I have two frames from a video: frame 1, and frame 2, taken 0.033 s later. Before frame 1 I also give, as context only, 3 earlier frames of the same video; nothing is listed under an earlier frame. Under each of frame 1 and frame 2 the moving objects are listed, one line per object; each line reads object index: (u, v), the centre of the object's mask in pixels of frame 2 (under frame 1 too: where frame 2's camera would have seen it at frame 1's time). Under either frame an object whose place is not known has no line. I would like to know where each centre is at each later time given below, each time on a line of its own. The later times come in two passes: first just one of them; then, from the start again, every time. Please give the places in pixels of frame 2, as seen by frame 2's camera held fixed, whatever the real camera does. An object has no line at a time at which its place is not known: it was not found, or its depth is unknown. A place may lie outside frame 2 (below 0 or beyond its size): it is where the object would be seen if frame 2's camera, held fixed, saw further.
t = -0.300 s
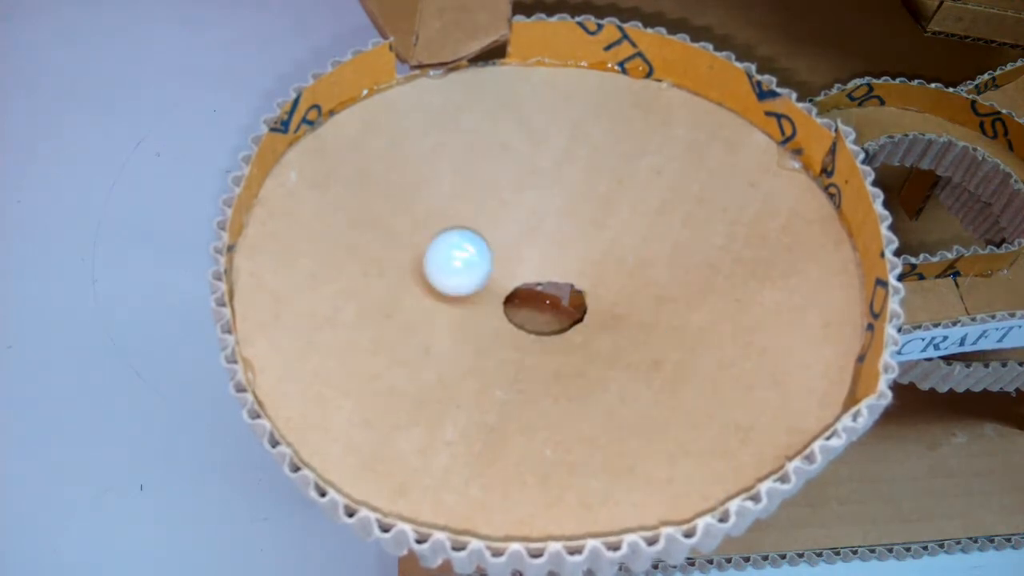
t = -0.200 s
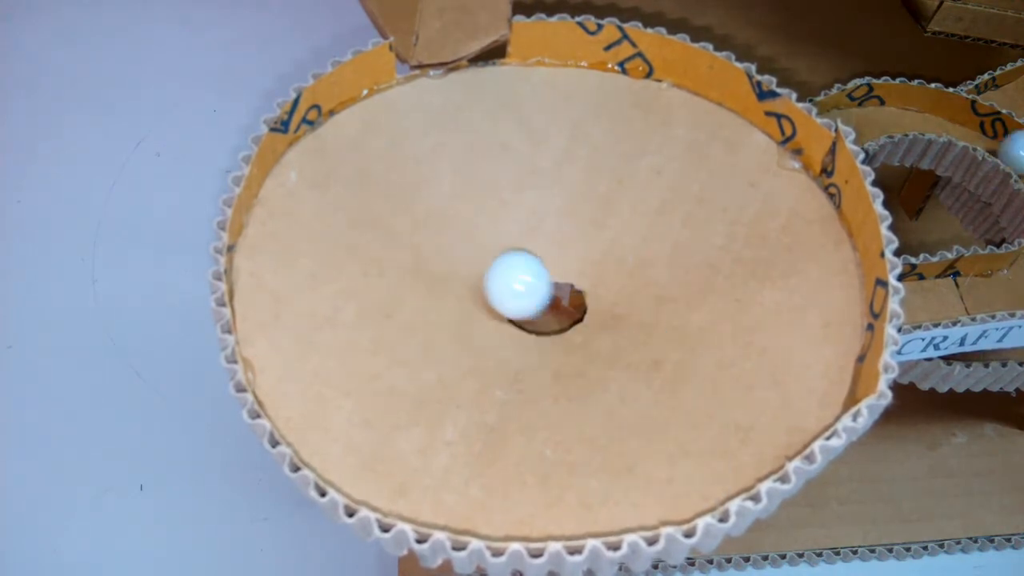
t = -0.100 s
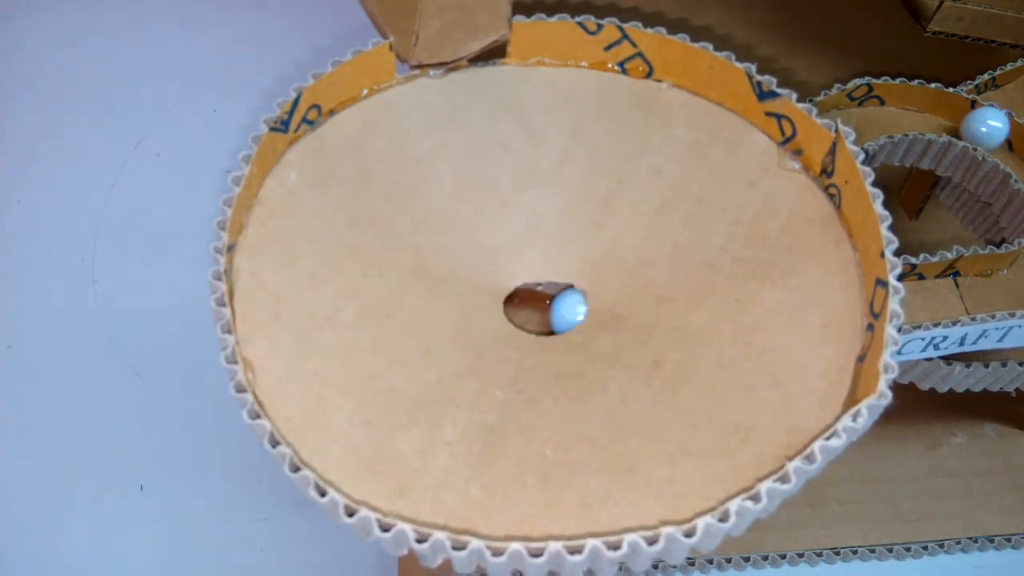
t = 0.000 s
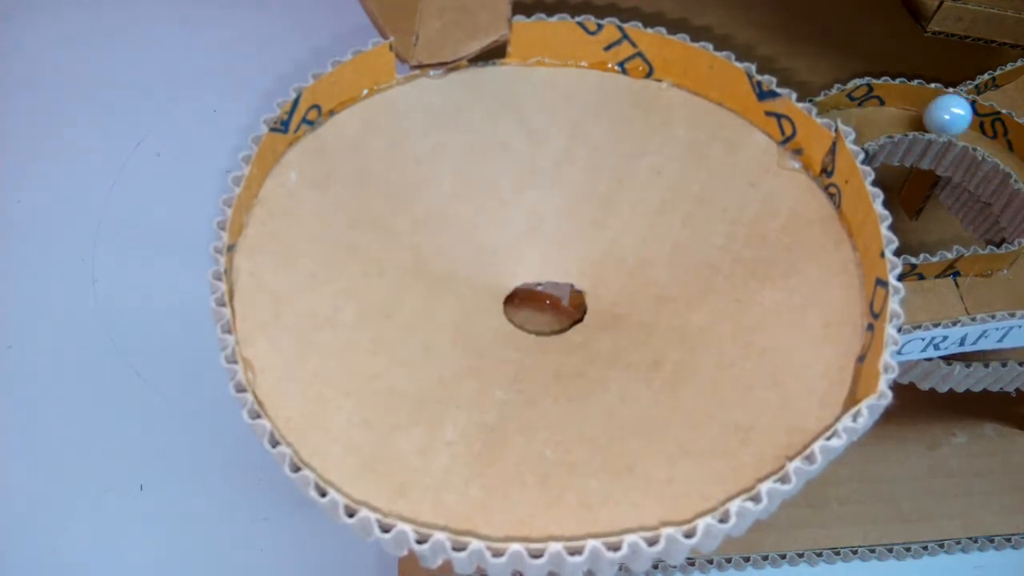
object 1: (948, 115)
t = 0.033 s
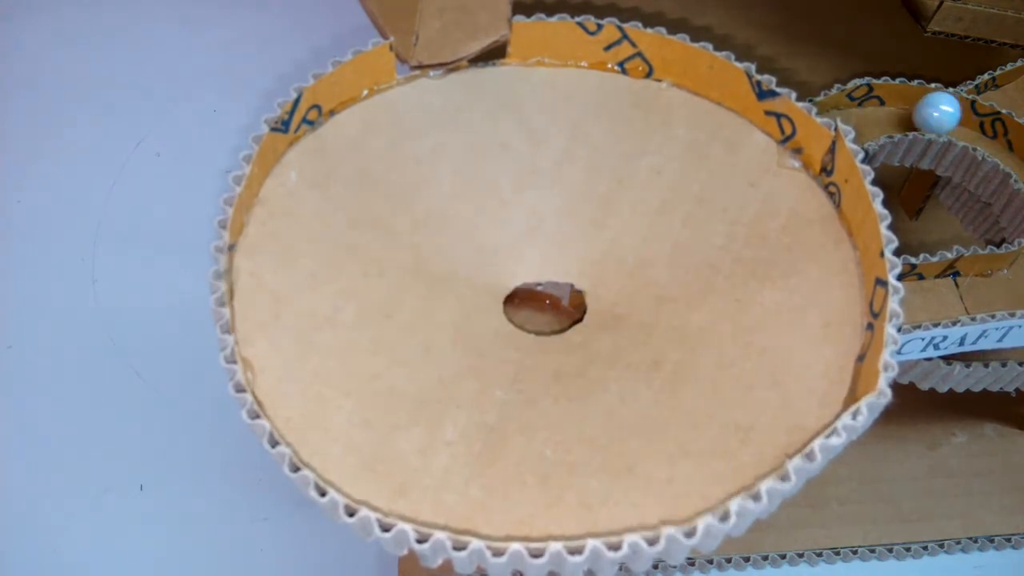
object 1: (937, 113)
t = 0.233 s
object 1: (870, 119)
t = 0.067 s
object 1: (926, 112)
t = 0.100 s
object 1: (915, 112)
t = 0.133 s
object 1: (904, 112)
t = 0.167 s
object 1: (892, 113)
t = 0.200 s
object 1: (880, 116)
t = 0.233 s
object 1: (870, 119)
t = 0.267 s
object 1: (860, 123)
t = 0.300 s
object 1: (852, 127)
